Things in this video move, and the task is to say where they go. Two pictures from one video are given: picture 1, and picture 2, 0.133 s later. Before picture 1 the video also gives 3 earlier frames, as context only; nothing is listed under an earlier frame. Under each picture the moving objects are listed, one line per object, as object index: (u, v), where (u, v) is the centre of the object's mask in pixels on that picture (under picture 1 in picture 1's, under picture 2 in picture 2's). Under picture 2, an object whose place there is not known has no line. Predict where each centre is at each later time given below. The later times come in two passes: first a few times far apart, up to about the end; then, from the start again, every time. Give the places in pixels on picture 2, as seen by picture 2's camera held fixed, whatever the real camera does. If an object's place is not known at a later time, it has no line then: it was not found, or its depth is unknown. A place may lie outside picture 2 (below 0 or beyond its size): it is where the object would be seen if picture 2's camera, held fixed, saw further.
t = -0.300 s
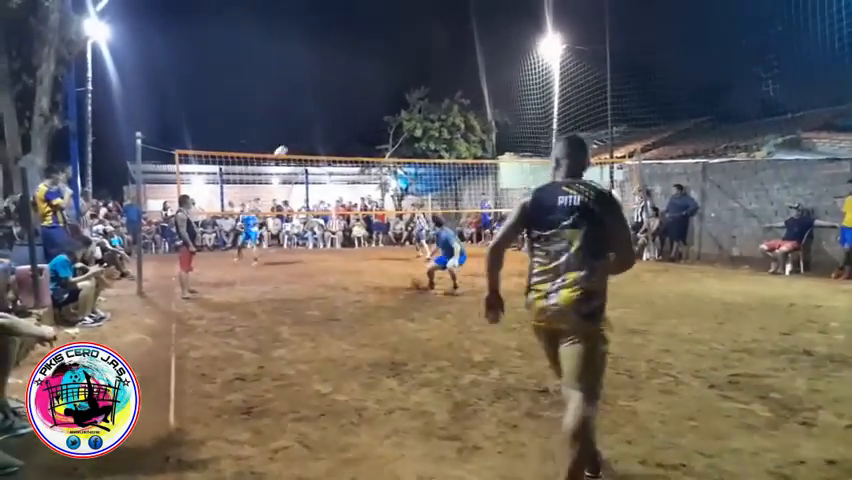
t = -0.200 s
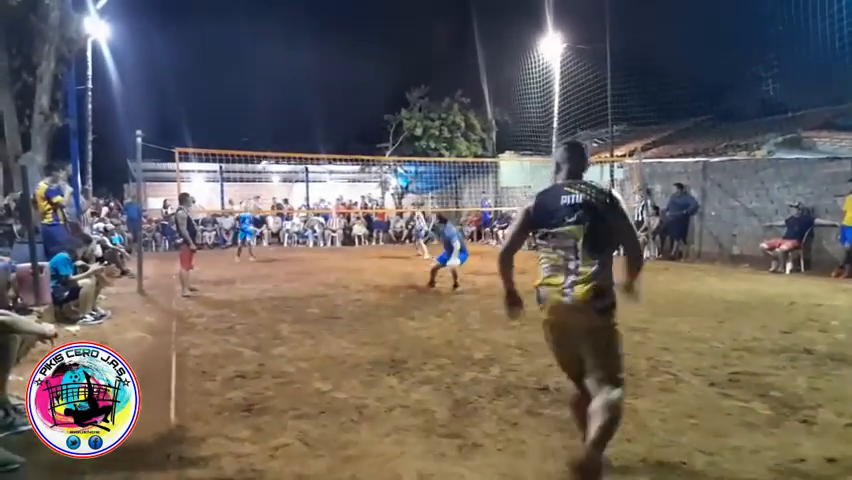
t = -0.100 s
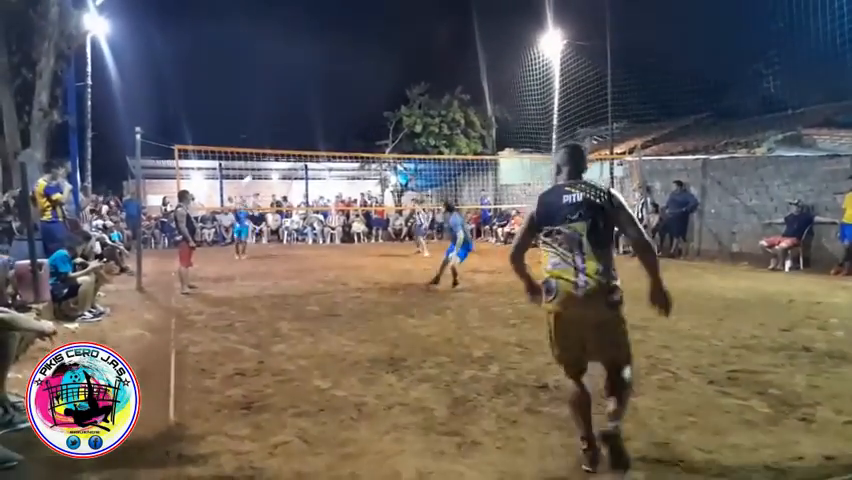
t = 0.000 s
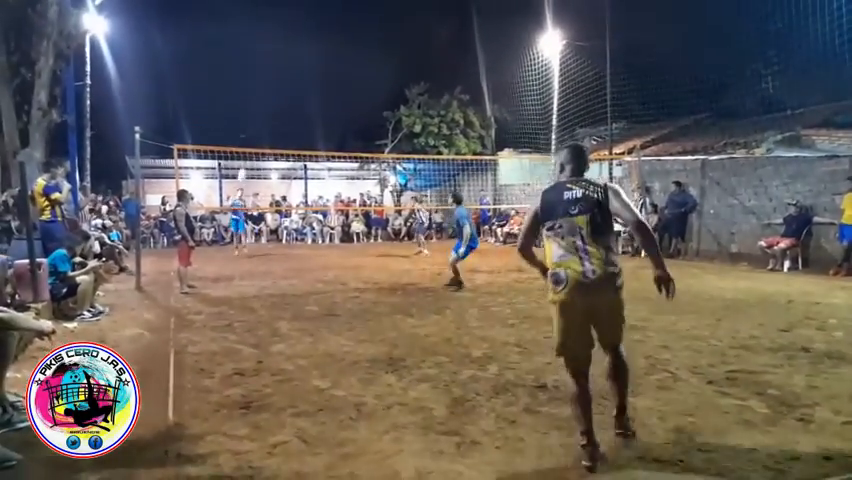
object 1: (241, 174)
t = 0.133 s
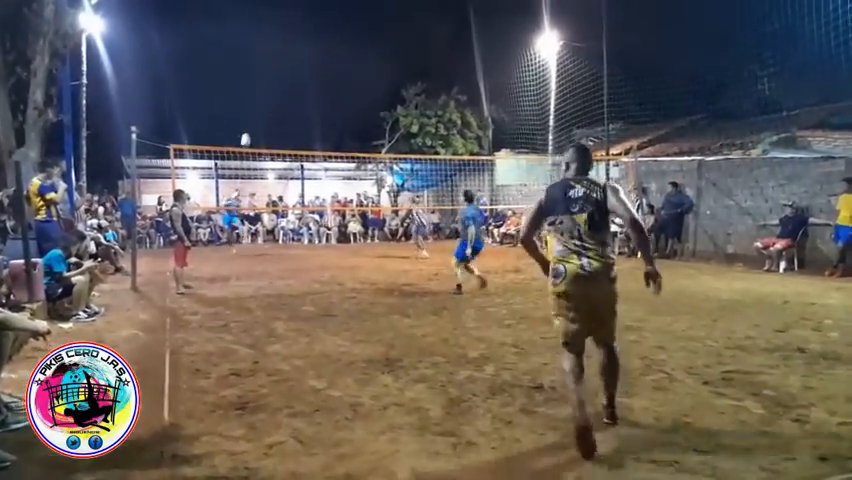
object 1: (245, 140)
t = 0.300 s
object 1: (254, 104)
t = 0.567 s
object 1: (269, 66)
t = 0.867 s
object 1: (288, 57)
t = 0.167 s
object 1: (247, 132)
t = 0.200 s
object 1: (249, 124)
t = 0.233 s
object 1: (250, 117)
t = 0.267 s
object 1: (252, 110)
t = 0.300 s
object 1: (254, 104)
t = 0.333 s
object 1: (256, 97)
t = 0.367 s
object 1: (257, 92)
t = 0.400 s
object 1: (259, 86)
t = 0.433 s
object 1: (261, 82)
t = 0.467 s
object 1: (263, 77)
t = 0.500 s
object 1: (265, 73)
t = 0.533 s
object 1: (267, 70)
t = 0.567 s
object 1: (269, 66)
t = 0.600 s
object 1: (271, 64)
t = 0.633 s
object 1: (273, 61)
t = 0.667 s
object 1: (275, 59)
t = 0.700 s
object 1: (277, 58)
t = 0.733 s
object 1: (279, 57)
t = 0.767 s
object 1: (281, 56)
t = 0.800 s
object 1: (284, 56)
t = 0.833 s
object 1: (286, 56)
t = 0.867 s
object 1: (288, 57)
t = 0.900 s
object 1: (290, 58)
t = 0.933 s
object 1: (292, 59)
